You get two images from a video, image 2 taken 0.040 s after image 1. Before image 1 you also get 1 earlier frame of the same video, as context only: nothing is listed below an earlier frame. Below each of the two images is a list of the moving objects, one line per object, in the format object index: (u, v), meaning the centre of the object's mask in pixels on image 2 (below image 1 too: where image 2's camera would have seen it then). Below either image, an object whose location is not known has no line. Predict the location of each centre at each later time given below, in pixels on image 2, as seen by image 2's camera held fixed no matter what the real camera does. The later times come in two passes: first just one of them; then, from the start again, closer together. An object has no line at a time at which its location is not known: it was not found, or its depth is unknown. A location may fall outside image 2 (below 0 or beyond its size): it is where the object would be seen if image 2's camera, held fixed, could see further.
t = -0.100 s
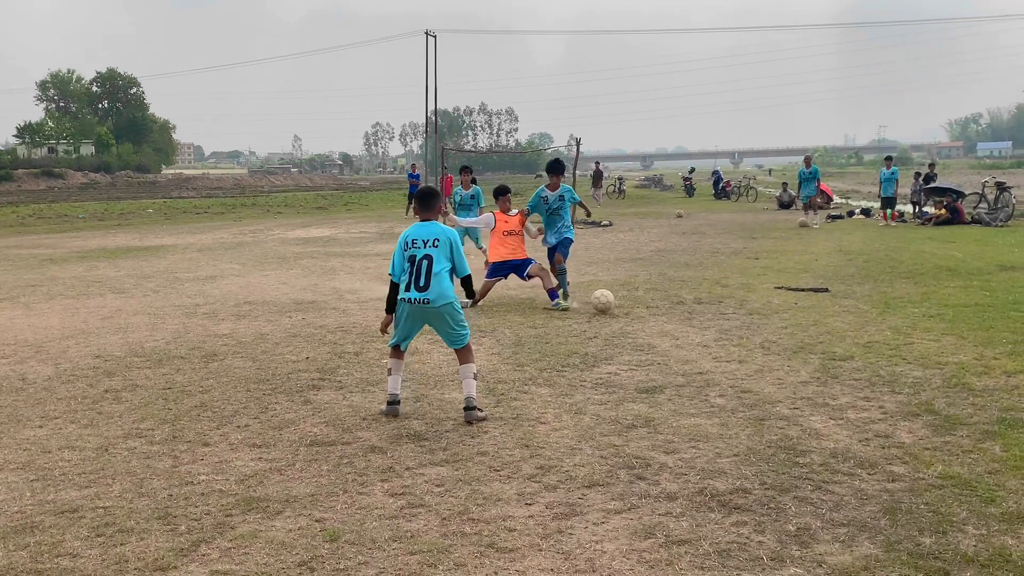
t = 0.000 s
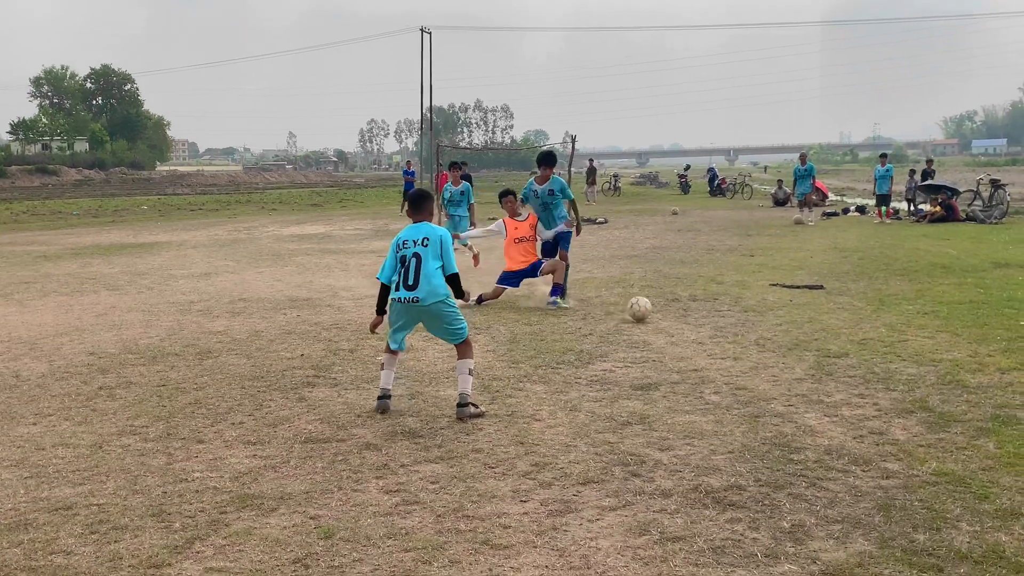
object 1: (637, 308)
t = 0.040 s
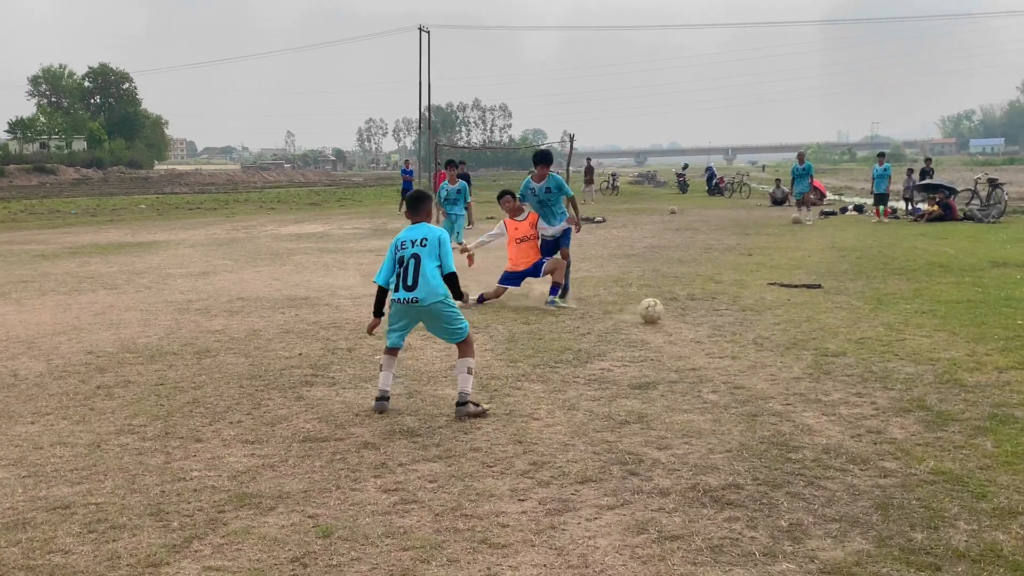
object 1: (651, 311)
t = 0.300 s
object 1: (753, 323)
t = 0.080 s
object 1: (671, 315)
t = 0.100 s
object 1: (678, 315)
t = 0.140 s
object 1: (691, 316)
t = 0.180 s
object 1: (711, 320)
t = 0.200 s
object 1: (717, 320)
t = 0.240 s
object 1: (730, 321)
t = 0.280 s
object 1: (747, 323)
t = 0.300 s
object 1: (753, 323)
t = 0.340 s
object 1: (766, 327)
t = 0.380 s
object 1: (787, 327)
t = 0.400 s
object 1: (792, 327)
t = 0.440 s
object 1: (805, 328)
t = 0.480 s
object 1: (825, 330)
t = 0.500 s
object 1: (832, 332)
